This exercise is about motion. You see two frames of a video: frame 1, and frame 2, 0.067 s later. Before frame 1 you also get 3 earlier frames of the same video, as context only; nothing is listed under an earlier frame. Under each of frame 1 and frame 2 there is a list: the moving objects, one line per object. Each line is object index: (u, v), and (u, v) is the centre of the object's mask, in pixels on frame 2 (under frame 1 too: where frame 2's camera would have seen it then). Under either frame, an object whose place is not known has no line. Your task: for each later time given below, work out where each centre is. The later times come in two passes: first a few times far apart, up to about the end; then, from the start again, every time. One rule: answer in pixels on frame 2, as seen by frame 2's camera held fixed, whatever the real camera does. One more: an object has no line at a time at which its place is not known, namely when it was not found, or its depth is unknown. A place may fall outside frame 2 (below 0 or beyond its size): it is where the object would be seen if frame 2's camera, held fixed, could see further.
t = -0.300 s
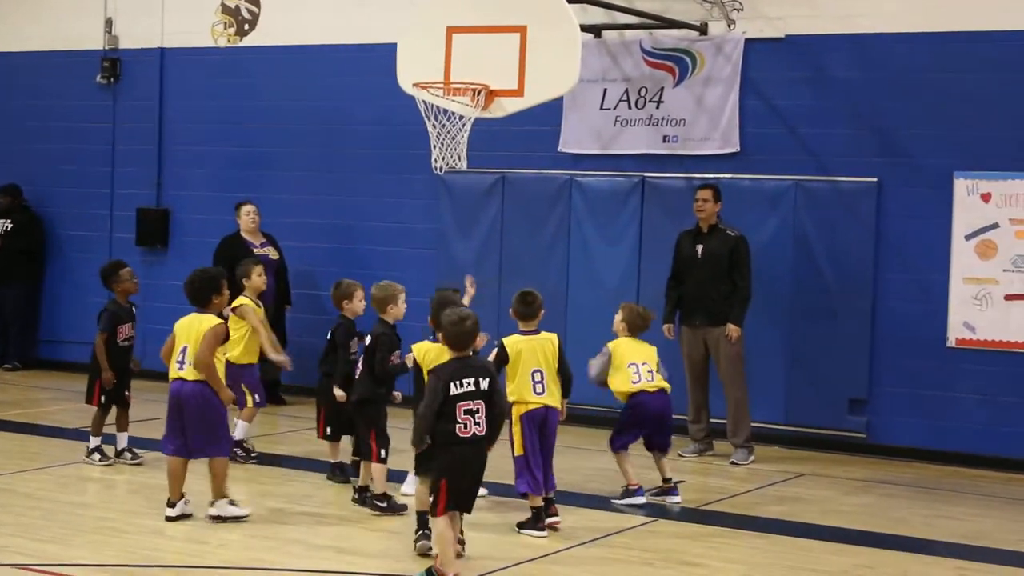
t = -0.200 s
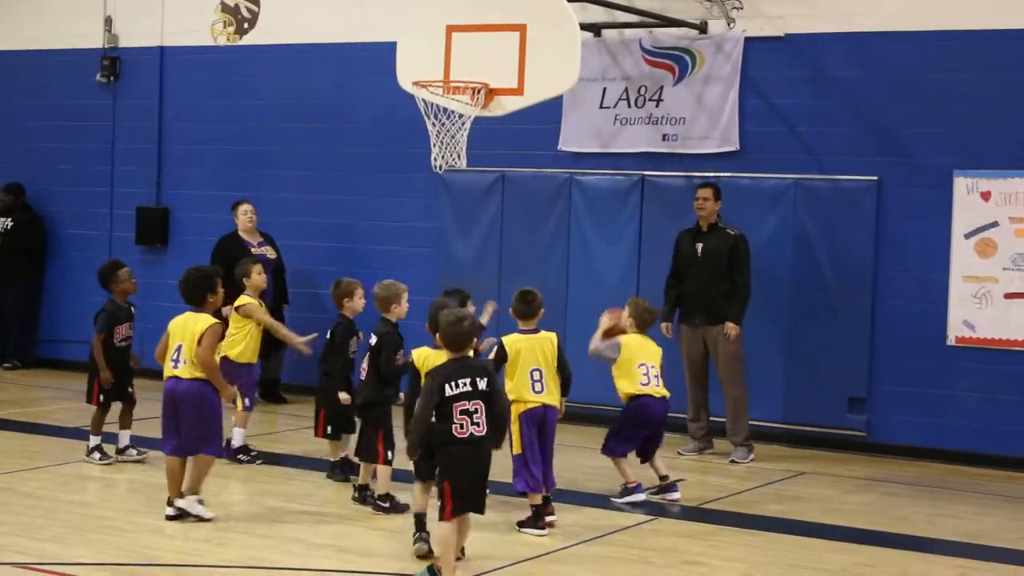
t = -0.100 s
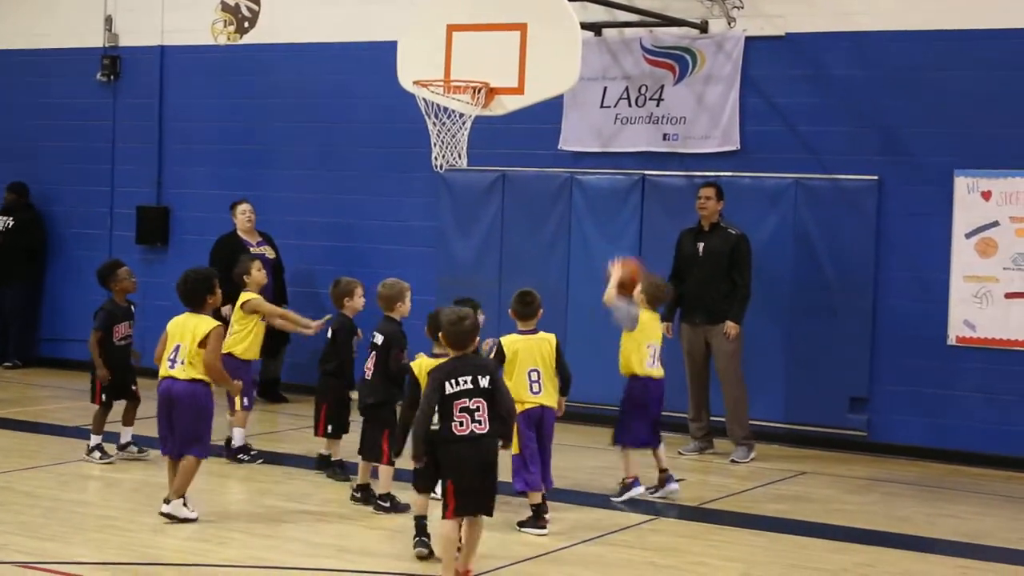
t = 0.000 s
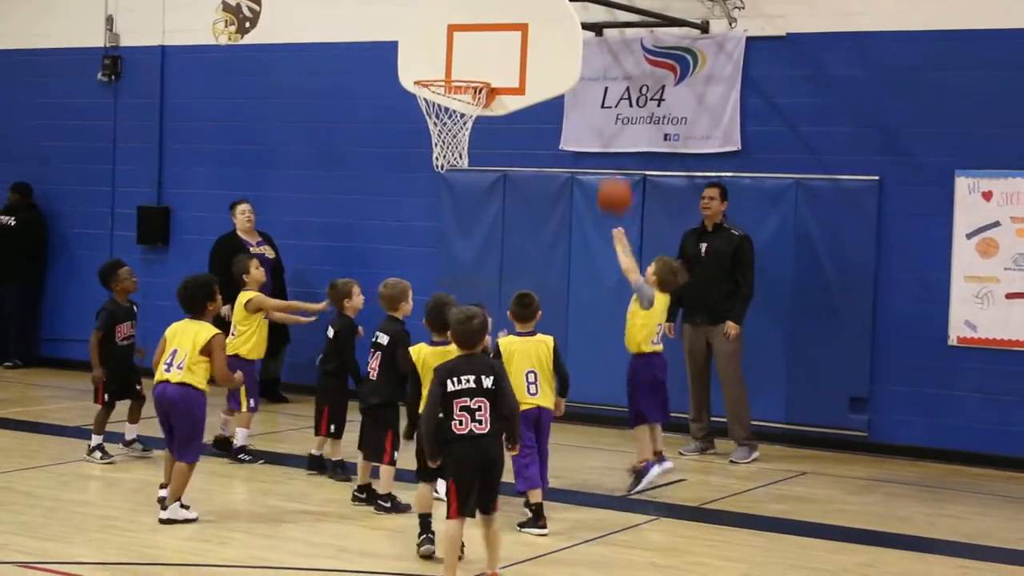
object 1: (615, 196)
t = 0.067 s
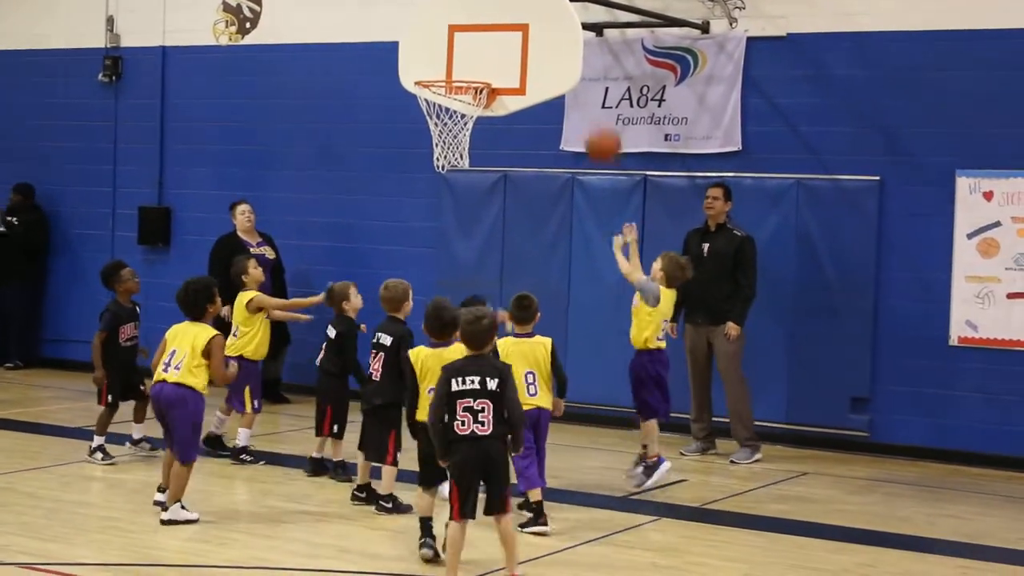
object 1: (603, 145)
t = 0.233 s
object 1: (572, 51)
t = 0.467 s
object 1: (526, 2)
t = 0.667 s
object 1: (486, 20)
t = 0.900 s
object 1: (436, 126)
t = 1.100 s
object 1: (421, 221)
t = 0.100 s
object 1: (596, 123)
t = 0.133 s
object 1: (590, 102)
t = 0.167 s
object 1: (584, 83)
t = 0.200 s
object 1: (578, 66)
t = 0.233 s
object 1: (572, 51)
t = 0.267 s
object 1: (565, 38)
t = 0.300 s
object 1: (559, 26)
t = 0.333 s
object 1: (553, 17)
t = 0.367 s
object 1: (546, 9)
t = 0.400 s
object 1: (539, 6)
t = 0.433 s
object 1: (533, 3)
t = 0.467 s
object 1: (526, 2)
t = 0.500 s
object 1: (520, 2)
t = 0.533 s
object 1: (513, 2)
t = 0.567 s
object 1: (506, 4)
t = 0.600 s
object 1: (500, 6)
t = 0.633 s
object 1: (493, 11)
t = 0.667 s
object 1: (486, 20)
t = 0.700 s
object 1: (479, 30)
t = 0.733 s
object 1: (472, 43)
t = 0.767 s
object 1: (466, 56)
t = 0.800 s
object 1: (459, 68)
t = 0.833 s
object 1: (450, 86)
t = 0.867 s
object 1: (444, 107)
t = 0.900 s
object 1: (436, 126)
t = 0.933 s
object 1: (432, 140)
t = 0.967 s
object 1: (431, 159)
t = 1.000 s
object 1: (429, 167)
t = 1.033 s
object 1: (427, 184)
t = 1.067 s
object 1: (424, 202)
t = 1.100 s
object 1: (421, 221)
